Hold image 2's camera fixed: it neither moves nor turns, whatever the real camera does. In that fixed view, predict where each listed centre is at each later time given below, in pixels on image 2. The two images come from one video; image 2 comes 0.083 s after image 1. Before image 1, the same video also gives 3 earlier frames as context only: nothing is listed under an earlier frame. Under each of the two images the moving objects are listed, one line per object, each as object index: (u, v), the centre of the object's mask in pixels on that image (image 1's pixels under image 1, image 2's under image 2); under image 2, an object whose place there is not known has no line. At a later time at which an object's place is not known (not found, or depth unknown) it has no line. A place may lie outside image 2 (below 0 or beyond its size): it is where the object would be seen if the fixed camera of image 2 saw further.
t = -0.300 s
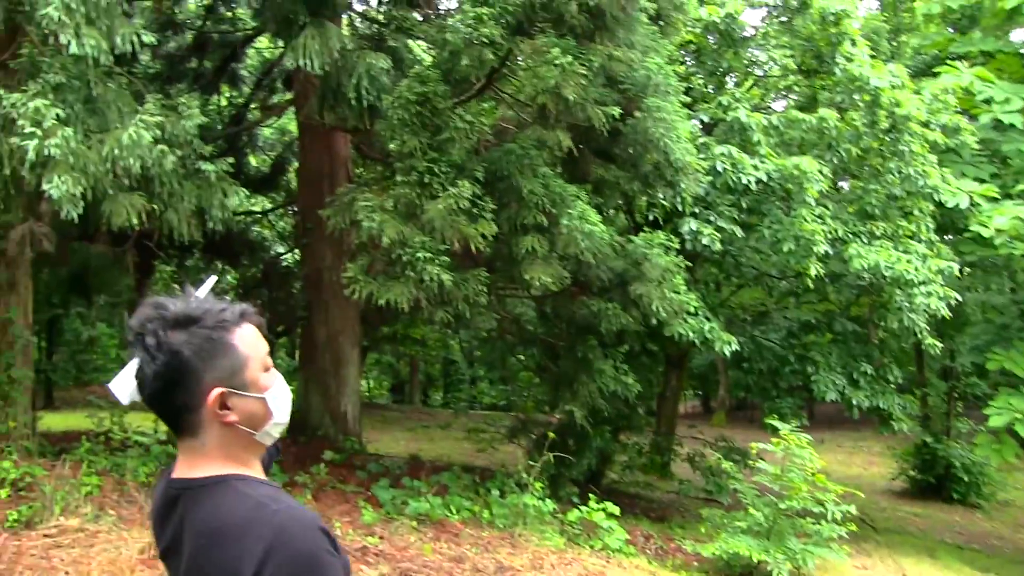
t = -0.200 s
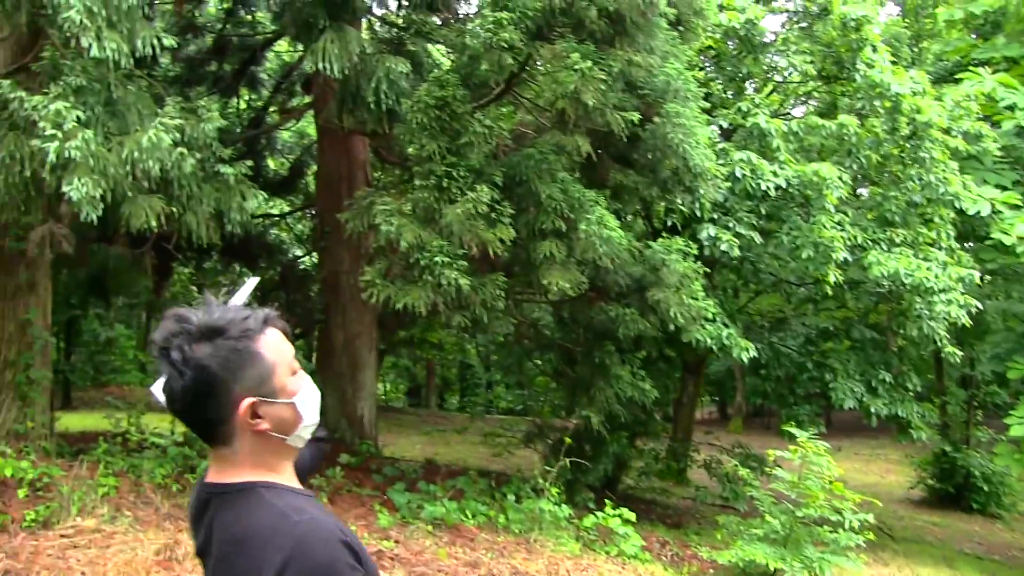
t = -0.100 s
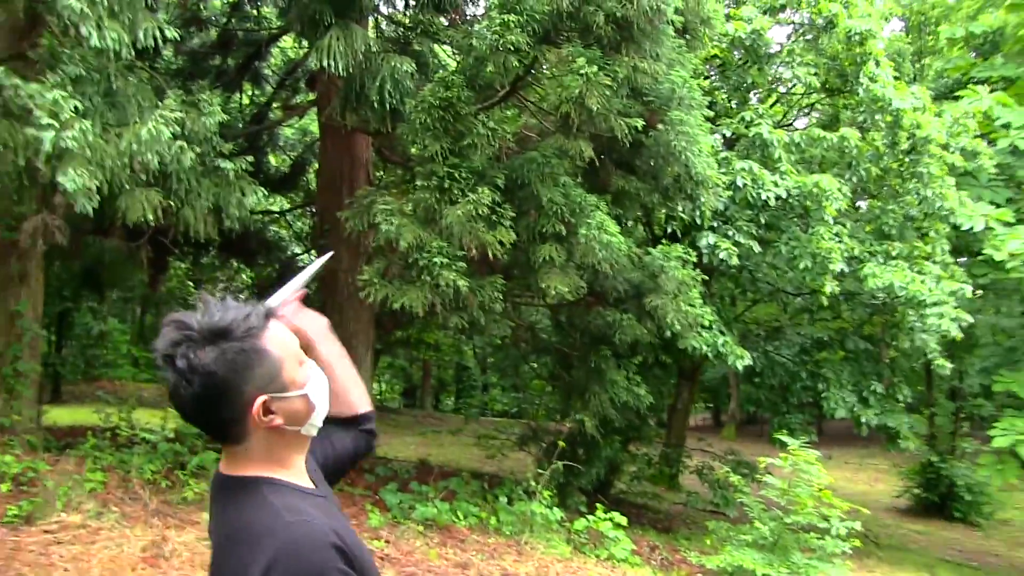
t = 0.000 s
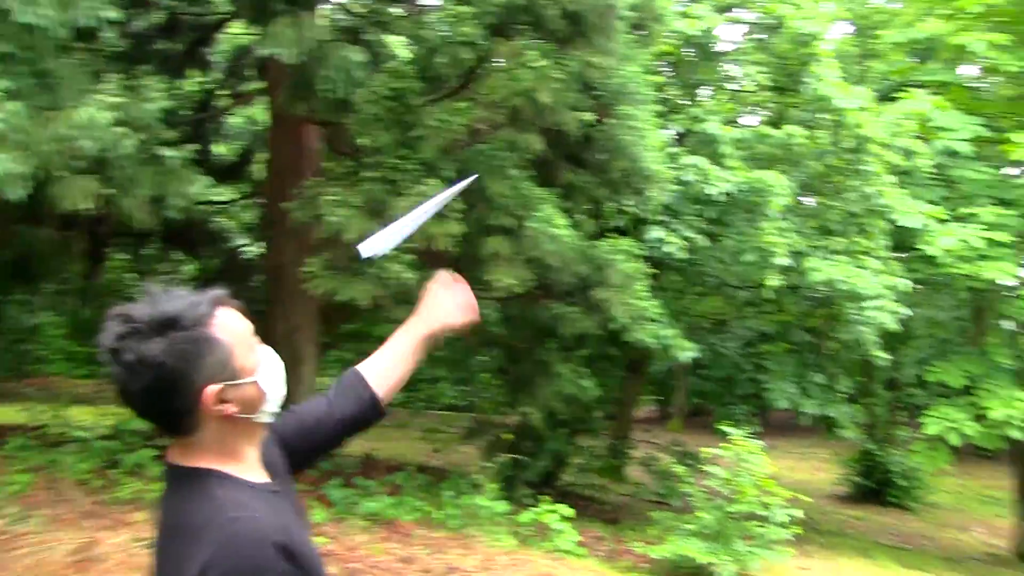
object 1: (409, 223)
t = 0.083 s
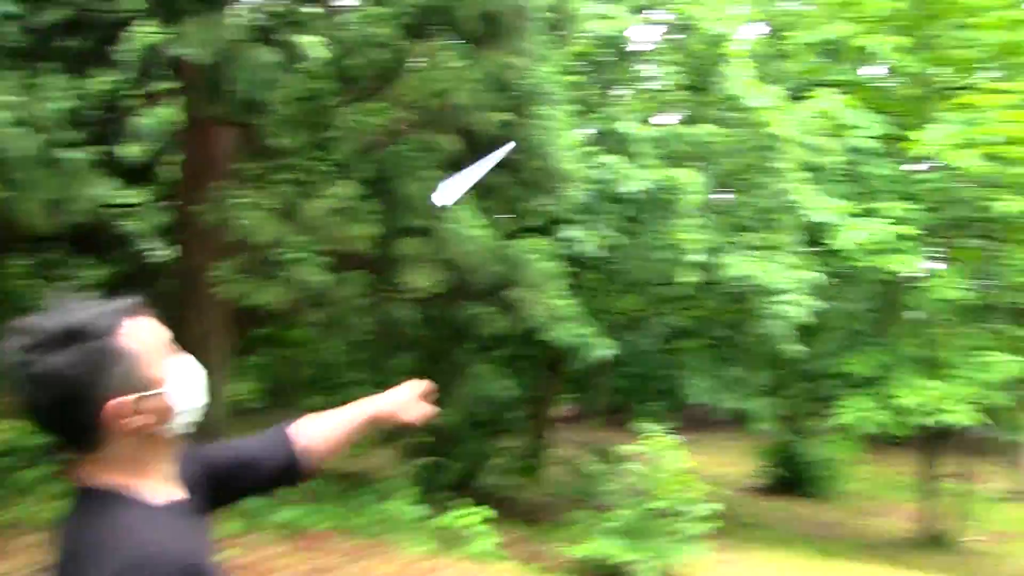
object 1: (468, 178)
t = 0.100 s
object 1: (486, 173)
